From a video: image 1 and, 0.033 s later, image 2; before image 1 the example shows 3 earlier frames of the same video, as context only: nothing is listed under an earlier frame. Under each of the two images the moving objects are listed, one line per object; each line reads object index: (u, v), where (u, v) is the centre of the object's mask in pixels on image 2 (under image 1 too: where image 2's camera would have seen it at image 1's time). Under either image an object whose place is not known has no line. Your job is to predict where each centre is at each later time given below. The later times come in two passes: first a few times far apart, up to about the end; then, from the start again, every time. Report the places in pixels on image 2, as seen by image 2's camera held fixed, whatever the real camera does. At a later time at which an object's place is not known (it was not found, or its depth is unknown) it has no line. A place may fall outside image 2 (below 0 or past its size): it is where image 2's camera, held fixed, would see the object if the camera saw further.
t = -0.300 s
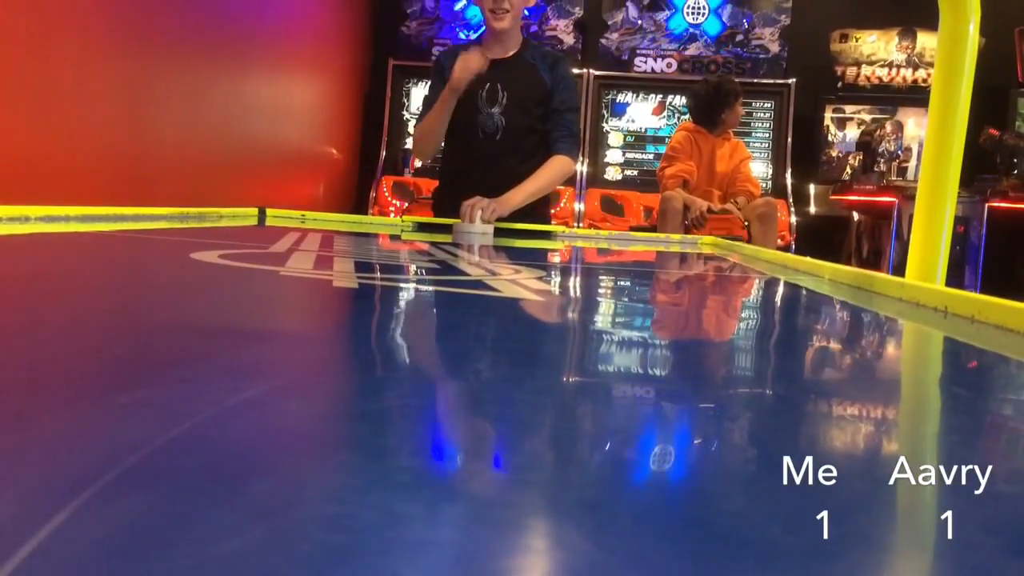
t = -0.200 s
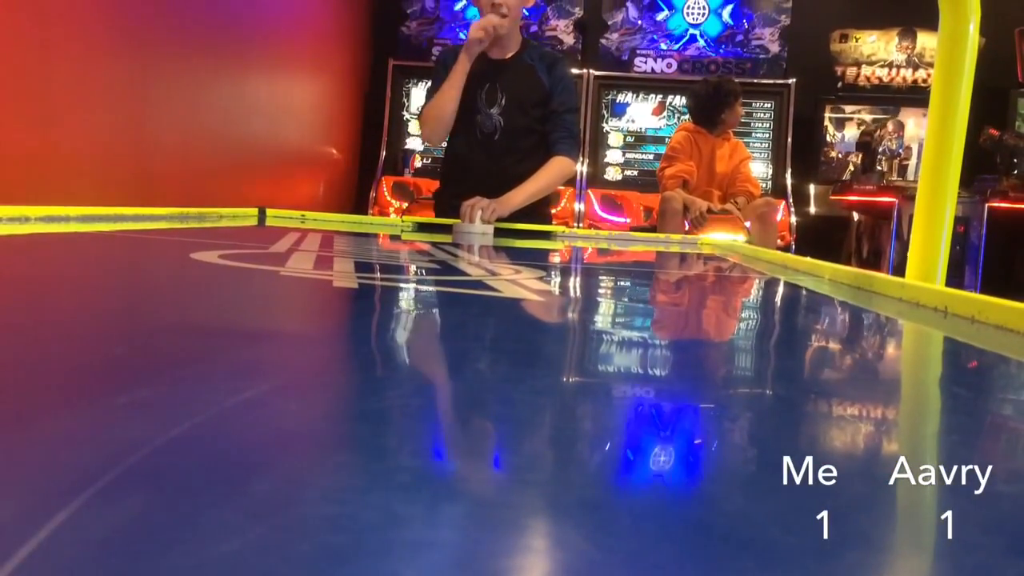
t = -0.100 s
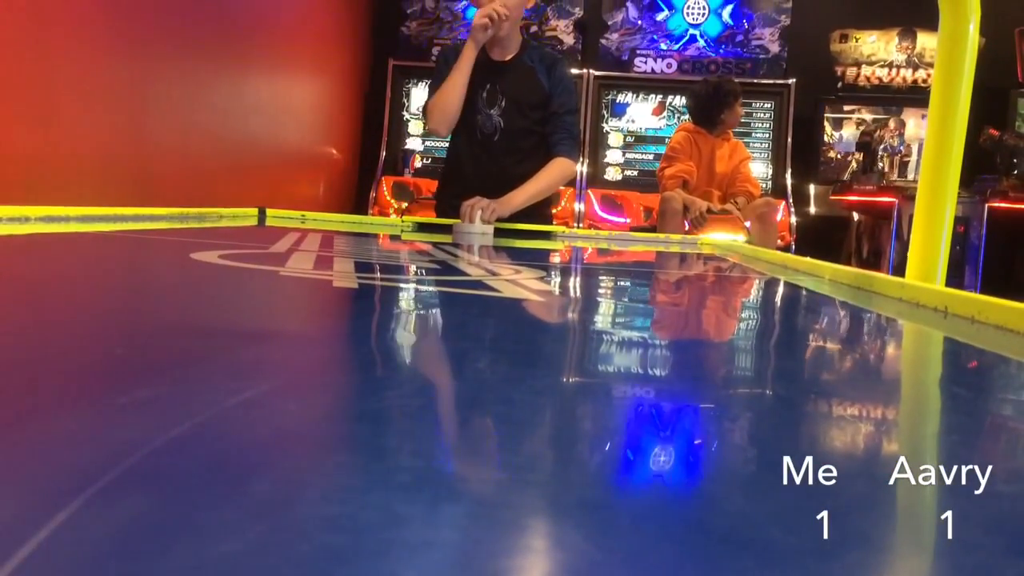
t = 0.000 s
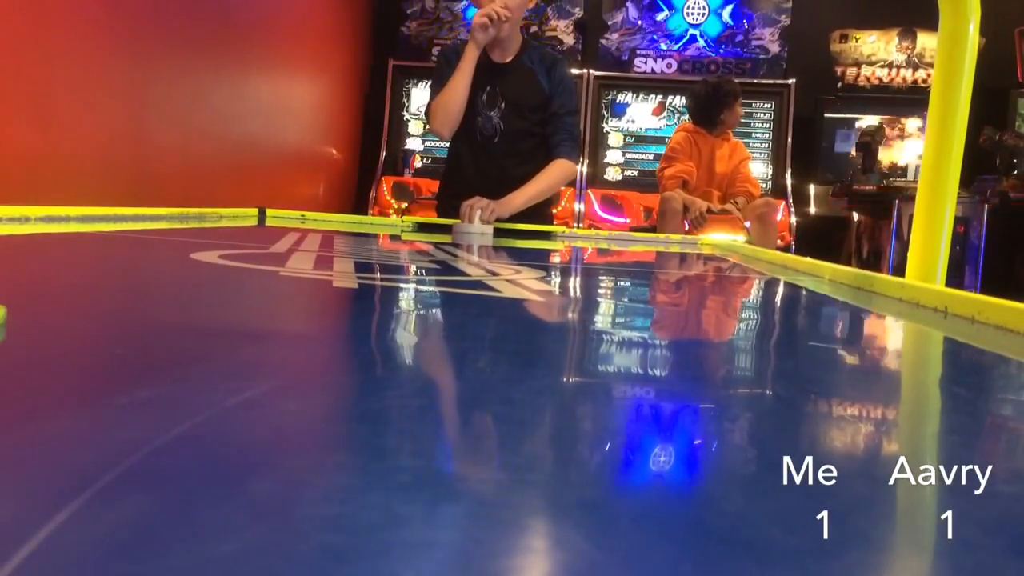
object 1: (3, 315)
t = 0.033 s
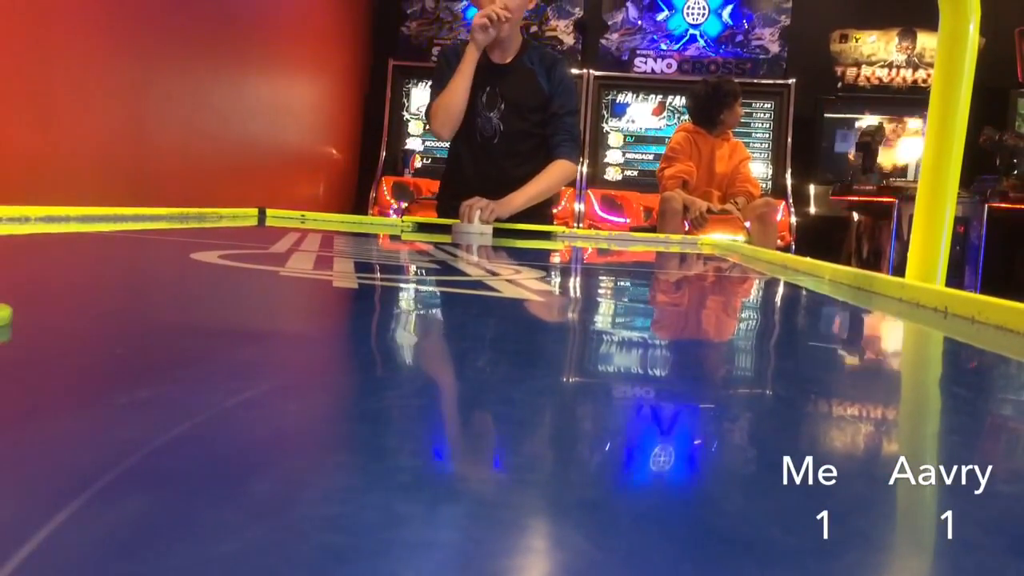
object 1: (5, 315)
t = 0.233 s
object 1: (22, 313)
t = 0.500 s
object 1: (46, 311)
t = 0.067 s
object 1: (8, 314)
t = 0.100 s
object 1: (10, 314)
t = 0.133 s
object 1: (13, 314)
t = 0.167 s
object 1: (16, 314)
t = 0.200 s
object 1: (19, 313)
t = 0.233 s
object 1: (22, 313)
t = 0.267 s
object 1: (24, 313)
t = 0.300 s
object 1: (28, 313)
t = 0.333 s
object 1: (30, 312)
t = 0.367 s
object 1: (34, 312)
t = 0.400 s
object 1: (37, 312)
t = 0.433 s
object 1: (40, 311)
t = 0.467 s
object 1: (43, 311)
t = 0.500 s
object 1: (46, 311)
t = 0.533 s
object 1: (50, 310)
